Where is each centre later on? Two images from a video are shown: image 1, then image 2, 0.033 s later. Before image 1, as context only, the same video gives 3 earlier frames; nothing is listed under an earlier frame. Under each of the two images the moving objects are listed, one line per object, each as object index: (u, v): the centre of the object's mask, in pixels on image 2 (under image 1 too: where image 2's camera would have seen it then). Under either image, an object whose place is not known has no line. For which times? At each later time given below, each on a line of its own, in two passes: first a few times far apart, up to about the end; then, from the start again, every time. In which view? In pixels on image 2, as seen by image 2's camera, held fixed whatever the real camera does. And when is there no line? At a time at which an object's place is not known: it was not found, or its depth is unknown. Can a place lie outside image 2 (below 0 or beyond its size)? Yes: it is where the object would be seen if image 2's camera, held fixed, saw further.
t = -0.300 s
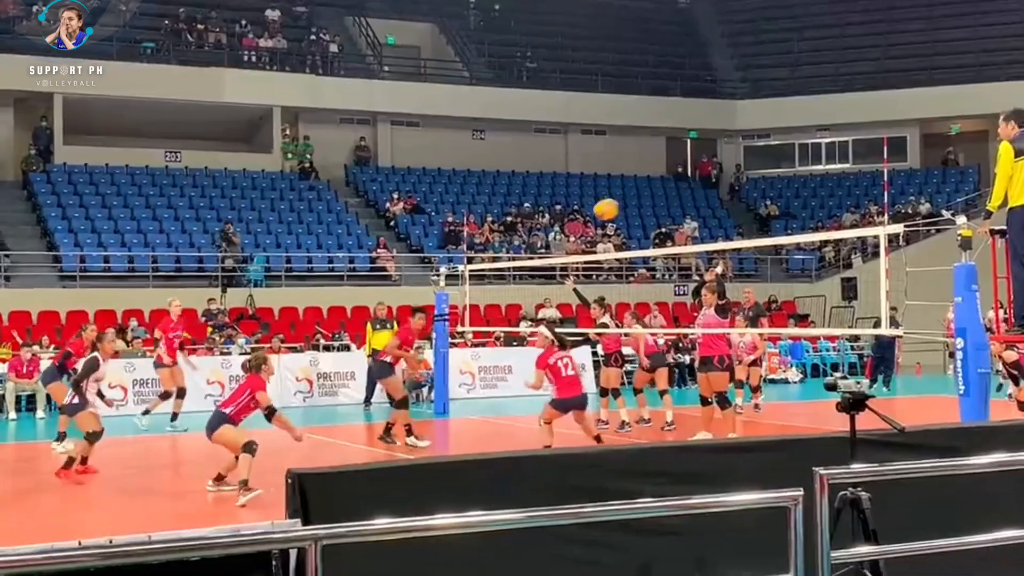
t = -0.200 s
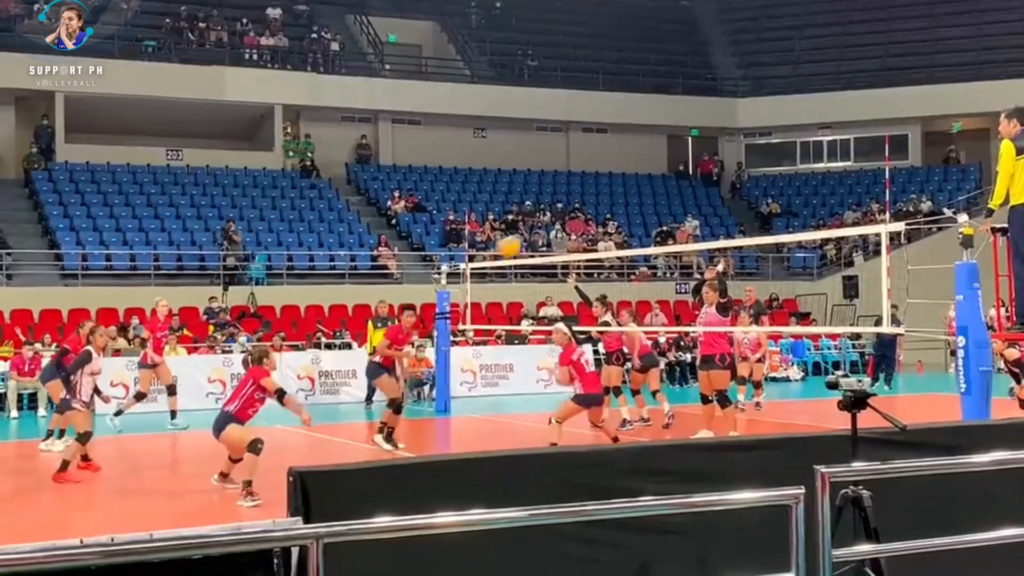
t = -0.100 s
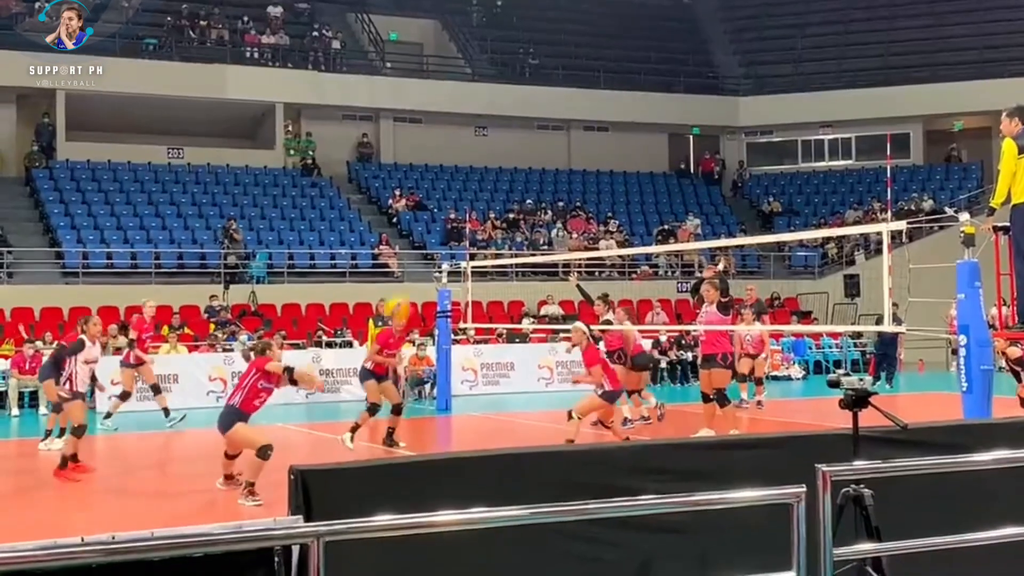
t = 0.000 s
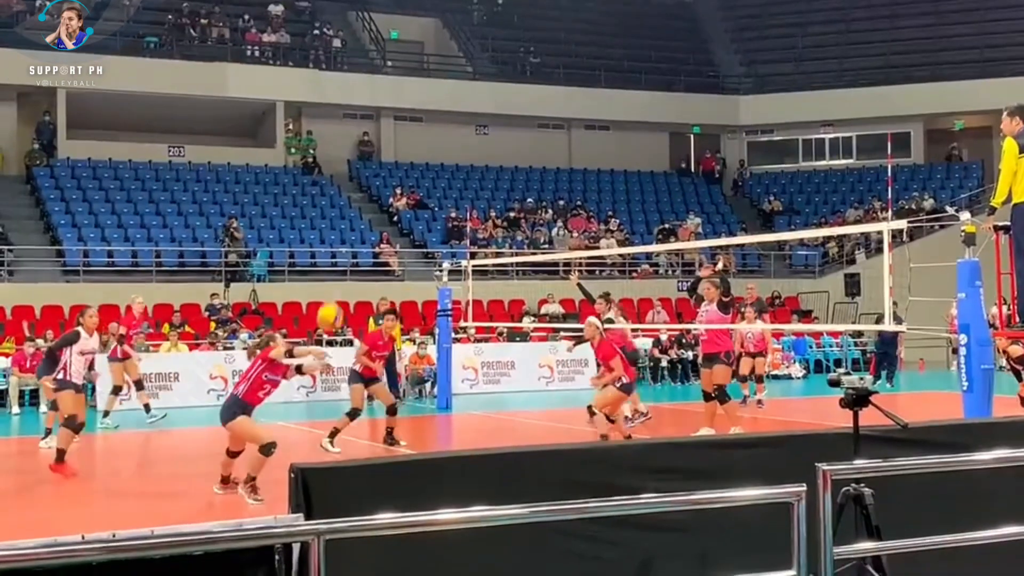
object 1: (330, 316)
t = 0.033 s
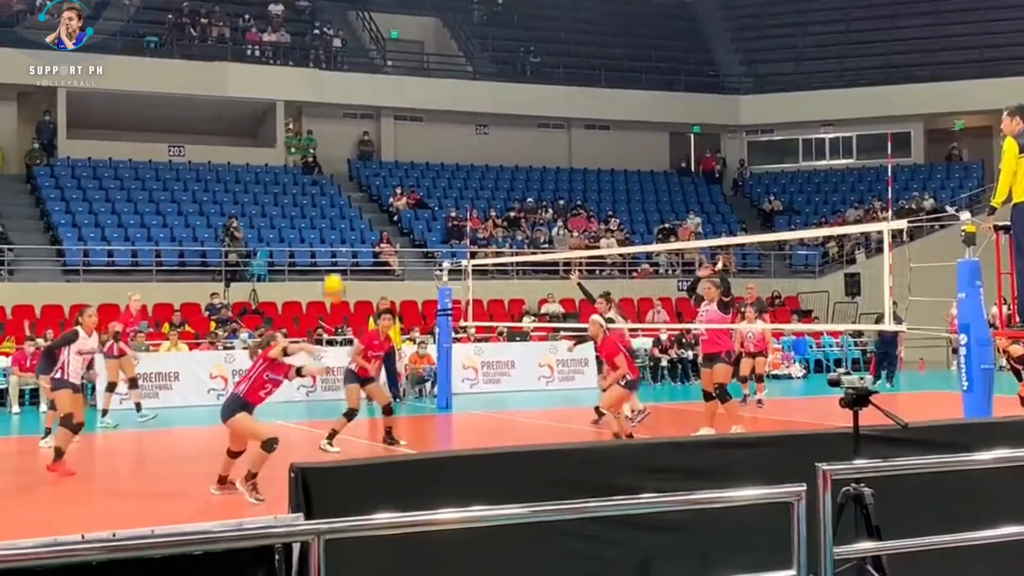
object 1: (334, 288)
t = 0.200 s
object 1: (350, 177)
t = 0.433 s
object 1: (370, 86)
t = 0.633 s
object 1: (384, 62)
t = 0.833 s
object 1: (397, 79)
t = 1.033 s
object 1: (409, 131)
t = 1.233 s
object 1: (419, 213)
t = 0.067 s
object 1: (337, 263)
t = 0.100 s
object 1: (340, 239)
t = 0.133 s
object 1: (344, 217)
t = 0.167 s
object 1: (347, 196)
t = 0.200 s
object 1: (350, 177)
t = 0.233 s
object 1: (353, 160)
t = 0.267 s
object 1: (356, 144)
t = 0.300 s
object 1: (359, 129)
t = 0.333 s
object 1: (362, 117)
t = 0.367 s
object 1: (364, 106)
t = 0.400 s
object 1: (367, 96)
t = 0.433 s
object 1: (370, 86)
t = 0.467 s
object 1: (372, 80)
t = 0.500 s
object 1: (376, 73)
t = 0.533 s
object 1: (377, 69)
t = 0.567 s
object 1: (379, 66)
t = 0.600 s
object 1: (381, 64)
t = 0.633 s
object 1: (384, 62)
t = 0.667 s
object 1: (386, 62)
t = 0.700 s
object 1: (388, 63)
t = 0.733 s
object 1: (391, 66)
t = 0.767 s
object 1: (393, 69)
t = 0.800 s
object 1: (395, 73)
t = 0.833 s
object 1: (397, 79)
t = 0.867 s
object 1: (399, 85)
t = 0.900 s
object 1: (402, 92)
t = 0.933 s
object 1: (404, 101)
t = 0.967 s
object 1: (405, 110)
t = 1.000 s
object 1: (407, 120)
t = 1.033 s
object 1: (409, 131)
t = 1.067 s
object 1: (411, 143)
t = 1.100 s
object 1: (413, 155)
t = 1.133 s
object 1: (415, 168)
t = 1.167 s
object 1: (416, 183)
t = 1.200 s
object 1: (418, 197)
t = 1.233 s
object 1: (419, 213)
